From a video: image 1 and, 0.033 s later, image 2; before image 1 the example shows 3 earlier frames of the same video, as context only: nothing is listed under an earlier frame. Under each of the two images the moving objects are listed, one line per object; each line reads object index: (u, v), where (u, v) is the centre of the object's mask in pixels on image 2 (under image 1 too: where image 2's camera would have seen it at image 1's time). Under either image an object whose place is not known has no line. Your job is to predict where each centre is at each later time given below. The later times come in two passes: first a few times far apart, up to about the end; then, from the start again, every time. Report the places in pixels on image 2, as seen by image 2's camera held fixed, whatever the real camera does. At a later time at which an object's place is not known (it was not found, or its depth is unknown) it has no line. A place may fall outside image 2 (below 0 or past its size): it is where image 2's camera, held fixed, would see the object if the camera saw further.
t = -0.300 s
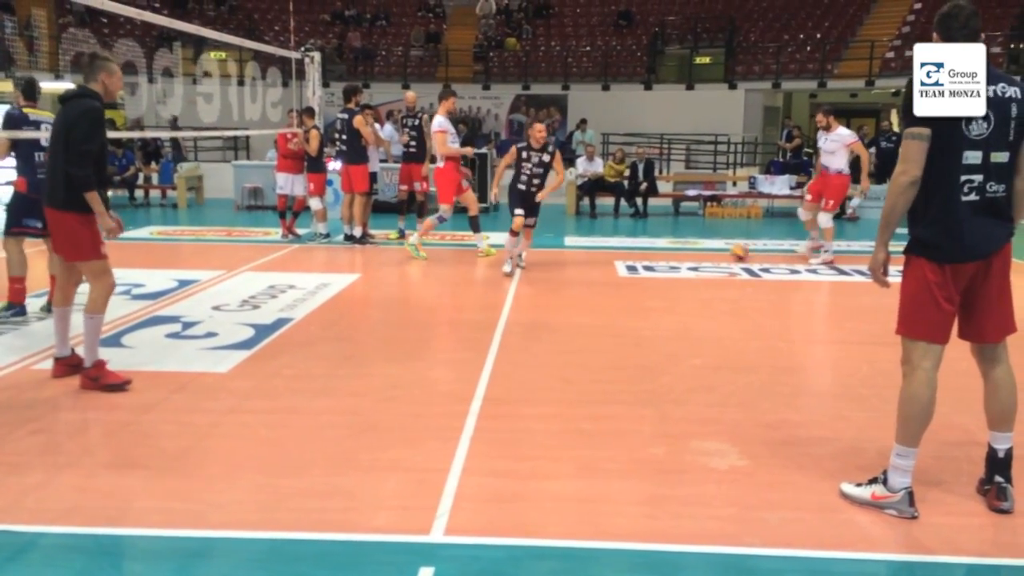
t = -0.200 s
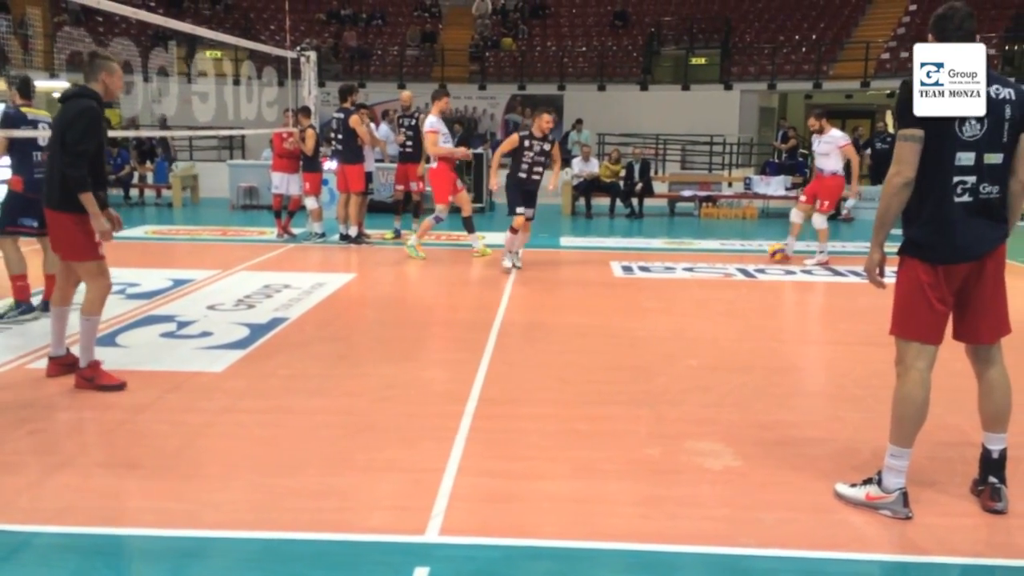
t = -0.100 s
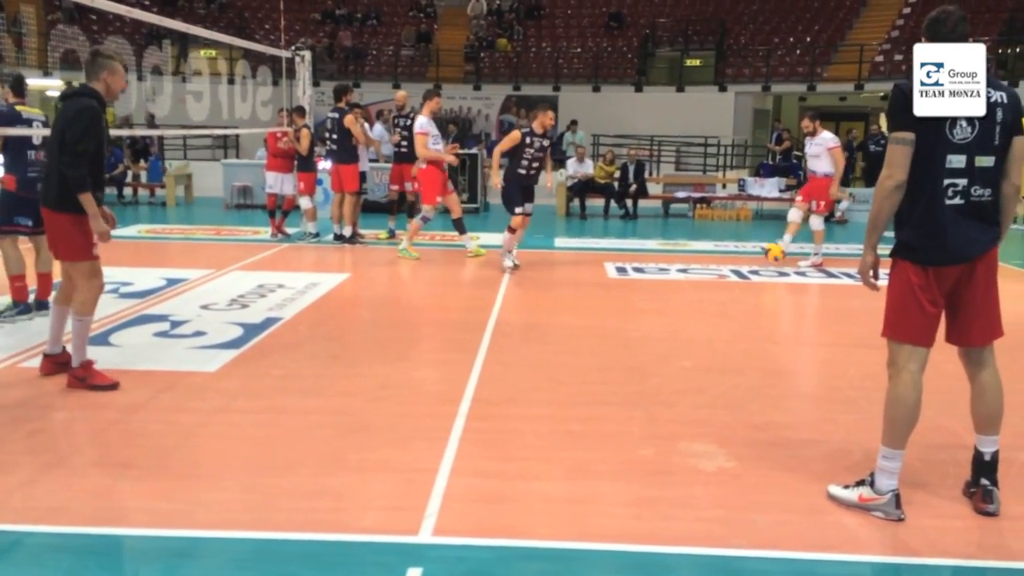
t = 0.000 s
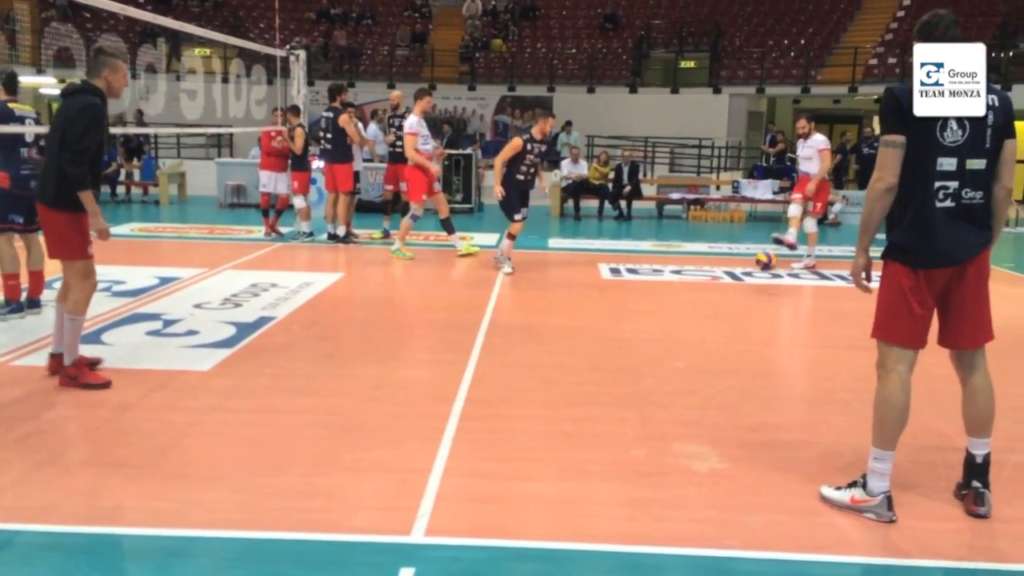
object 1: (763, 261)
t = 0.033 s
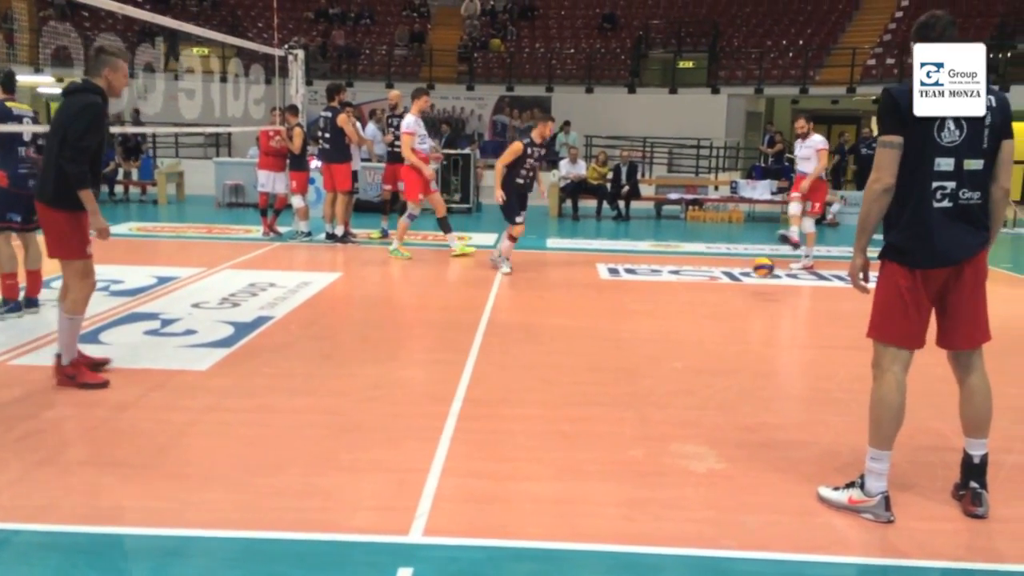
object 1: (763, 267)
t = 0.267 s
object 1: (760, 314)
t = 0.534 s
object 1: (759, 381)
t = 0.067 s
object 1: (763, 273)
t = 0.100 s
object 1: (762, 281)
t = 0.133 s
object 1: (761, 292)
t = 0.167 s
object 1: (761, 304)
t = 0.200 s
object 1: (760, 315)
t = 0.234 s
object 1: (760, 314)
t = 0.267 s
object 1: (760, 314)
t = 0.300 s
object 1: (761, 315)
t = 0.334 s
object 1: (761, 318)
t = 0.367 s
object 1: (760, 322)
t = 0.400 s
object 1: (760, 329)
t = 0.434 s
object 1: (760, 338)
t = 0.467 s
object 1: (761, 350)
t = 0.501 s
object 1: (760, 364)
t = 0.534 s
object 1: (759, 381)
